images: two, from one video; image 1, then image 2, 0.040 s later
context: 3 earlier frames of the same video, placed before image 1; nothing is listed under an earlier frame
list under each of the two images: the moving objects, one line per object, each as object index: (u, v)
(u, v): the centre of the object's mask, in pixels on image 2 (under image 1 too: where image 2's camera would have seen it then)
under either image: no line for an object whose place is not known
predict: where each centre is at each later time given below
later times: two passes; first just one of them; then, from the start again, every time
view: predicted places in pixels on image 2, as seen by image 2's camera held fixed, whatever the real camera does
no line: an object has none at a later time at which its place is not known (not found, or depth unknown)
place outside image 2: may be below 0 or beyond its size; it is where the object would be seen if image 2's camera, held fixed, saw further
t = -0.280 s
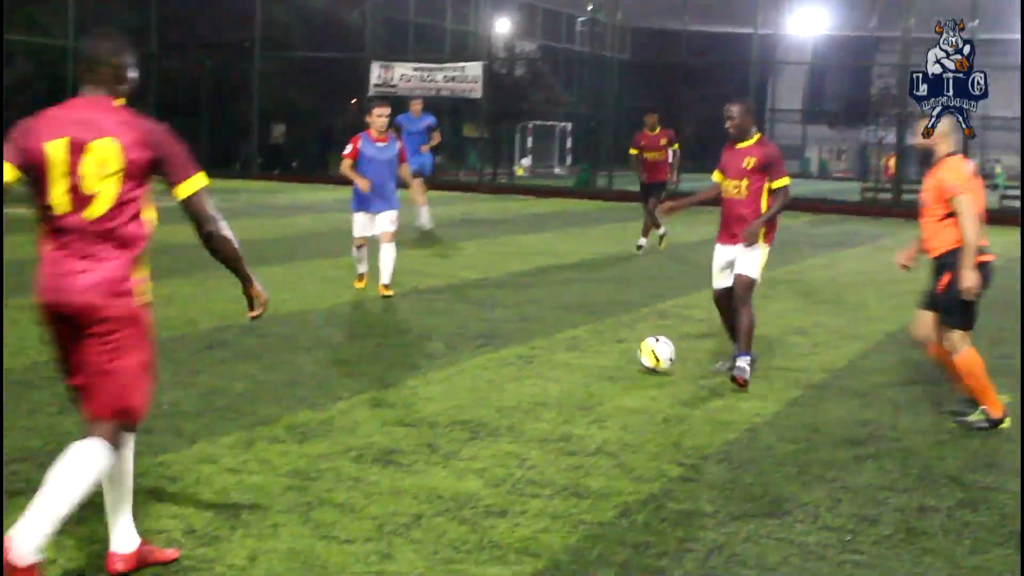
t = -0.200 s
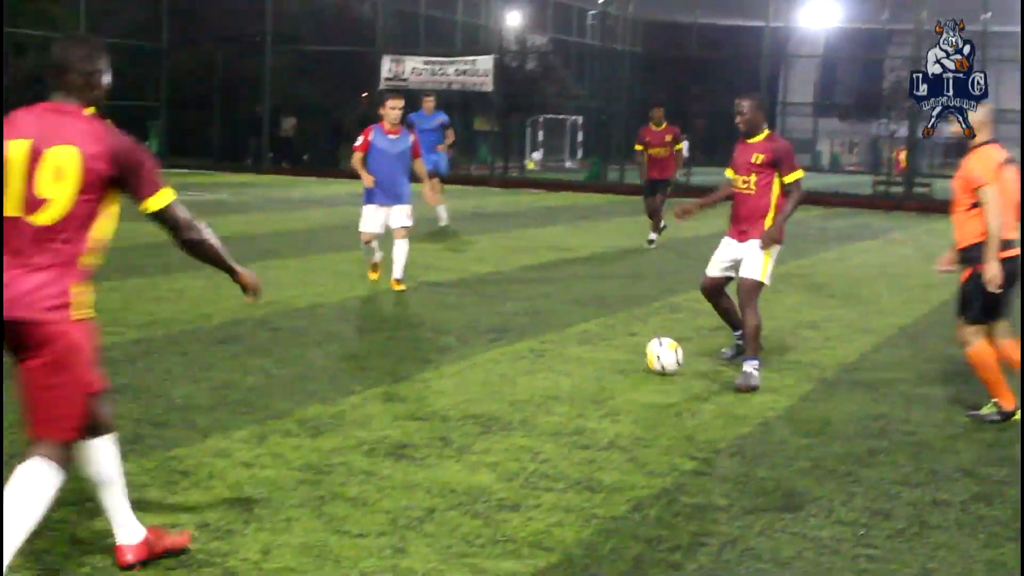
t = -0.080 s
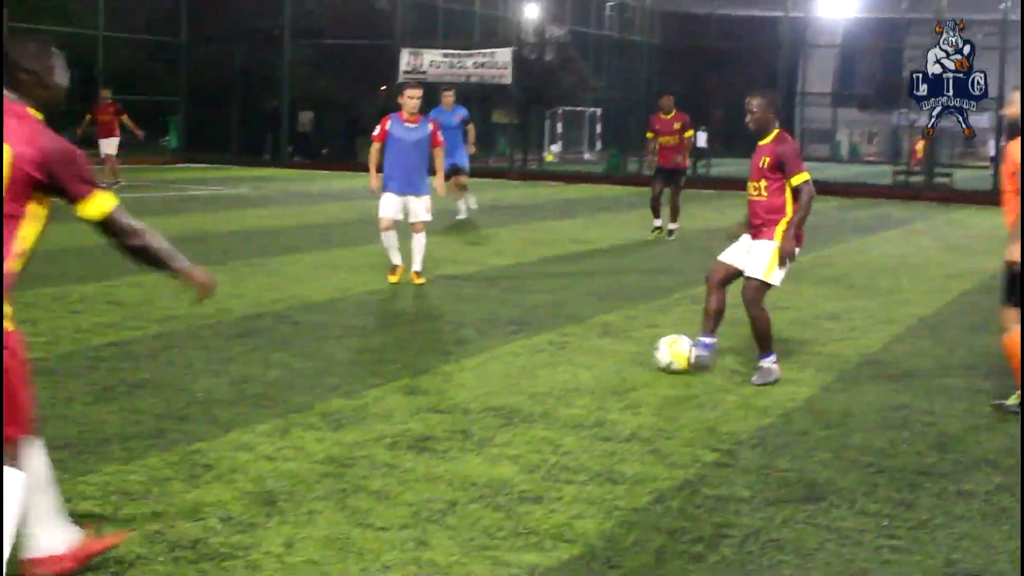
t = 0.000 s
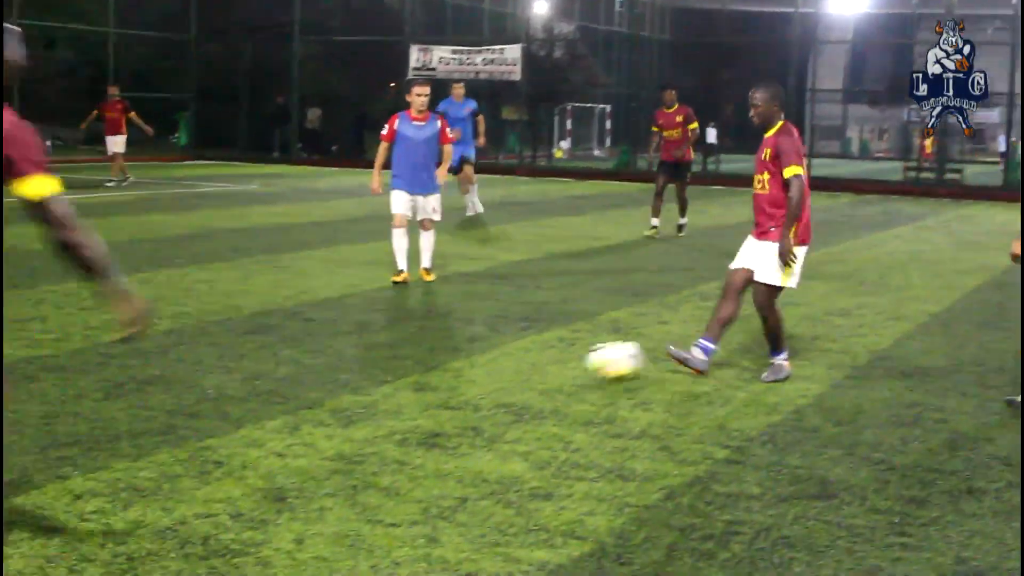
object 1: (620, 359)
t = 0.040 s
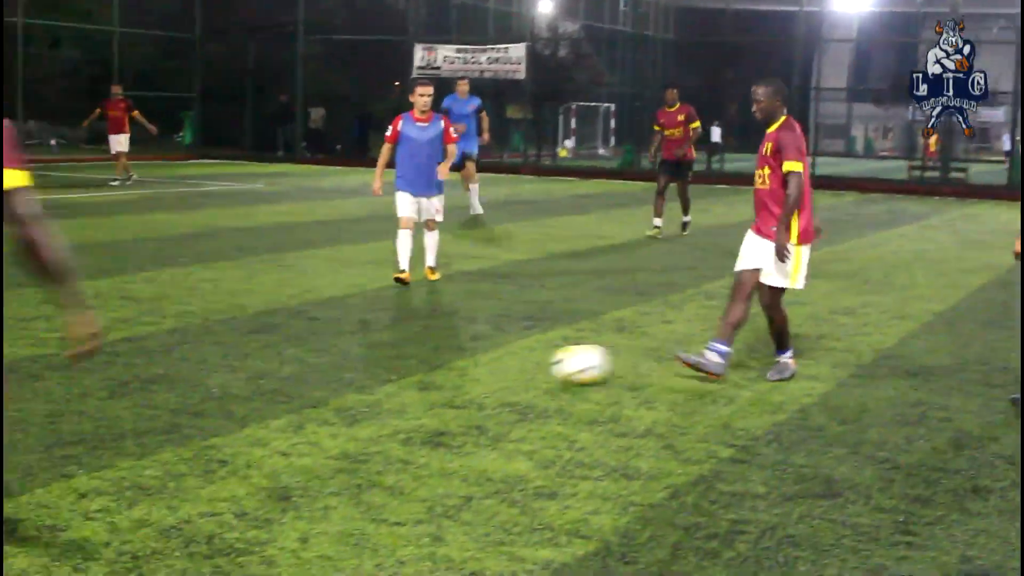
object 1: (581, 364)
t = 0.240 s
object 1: (383, 389)
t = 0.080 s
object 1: (541, 367)
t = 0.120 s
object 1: (503, 373)
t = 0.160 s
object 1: (462, 378)
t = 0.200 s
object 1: (423, 383)
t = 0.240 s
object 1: (383, 389)
